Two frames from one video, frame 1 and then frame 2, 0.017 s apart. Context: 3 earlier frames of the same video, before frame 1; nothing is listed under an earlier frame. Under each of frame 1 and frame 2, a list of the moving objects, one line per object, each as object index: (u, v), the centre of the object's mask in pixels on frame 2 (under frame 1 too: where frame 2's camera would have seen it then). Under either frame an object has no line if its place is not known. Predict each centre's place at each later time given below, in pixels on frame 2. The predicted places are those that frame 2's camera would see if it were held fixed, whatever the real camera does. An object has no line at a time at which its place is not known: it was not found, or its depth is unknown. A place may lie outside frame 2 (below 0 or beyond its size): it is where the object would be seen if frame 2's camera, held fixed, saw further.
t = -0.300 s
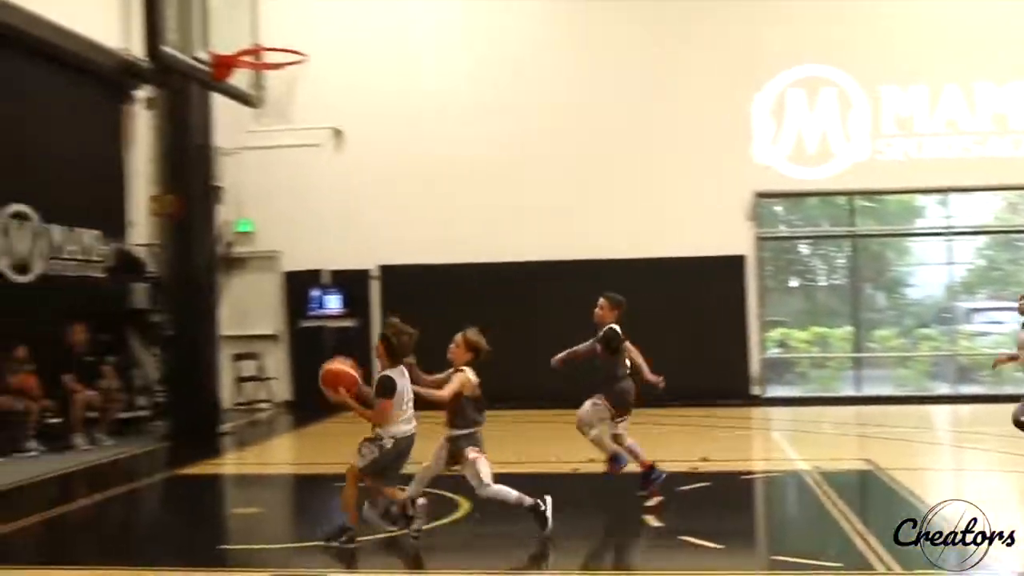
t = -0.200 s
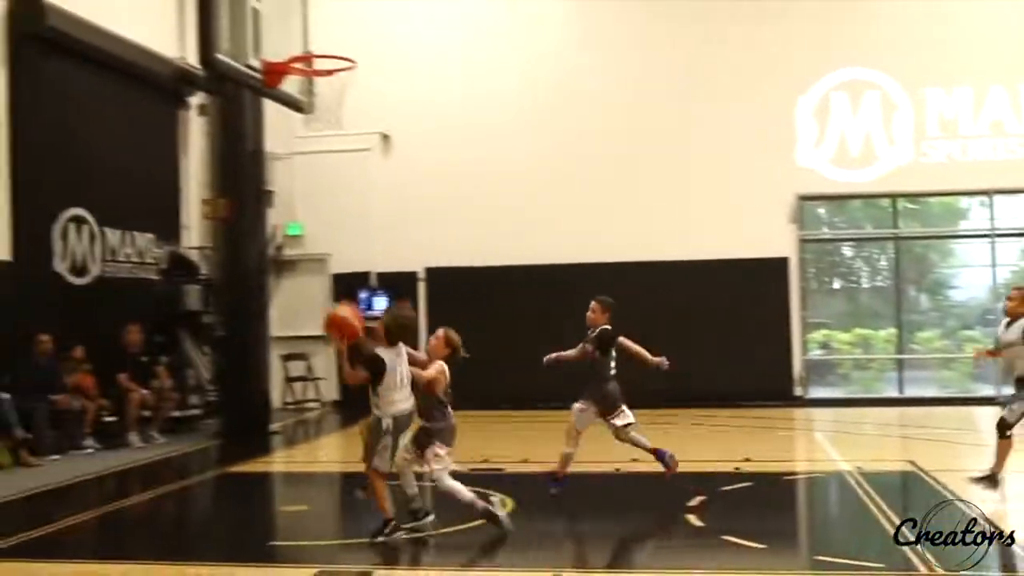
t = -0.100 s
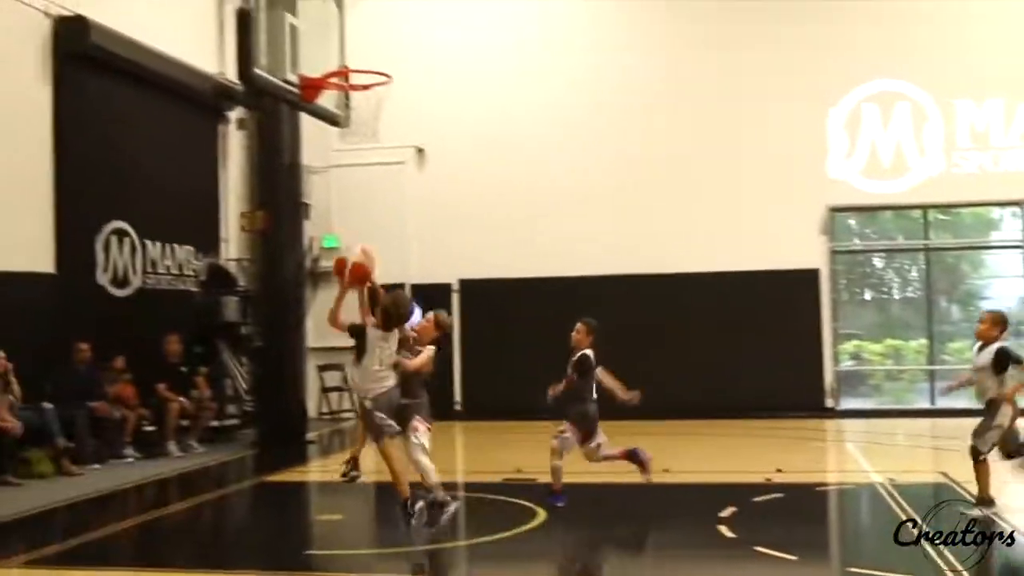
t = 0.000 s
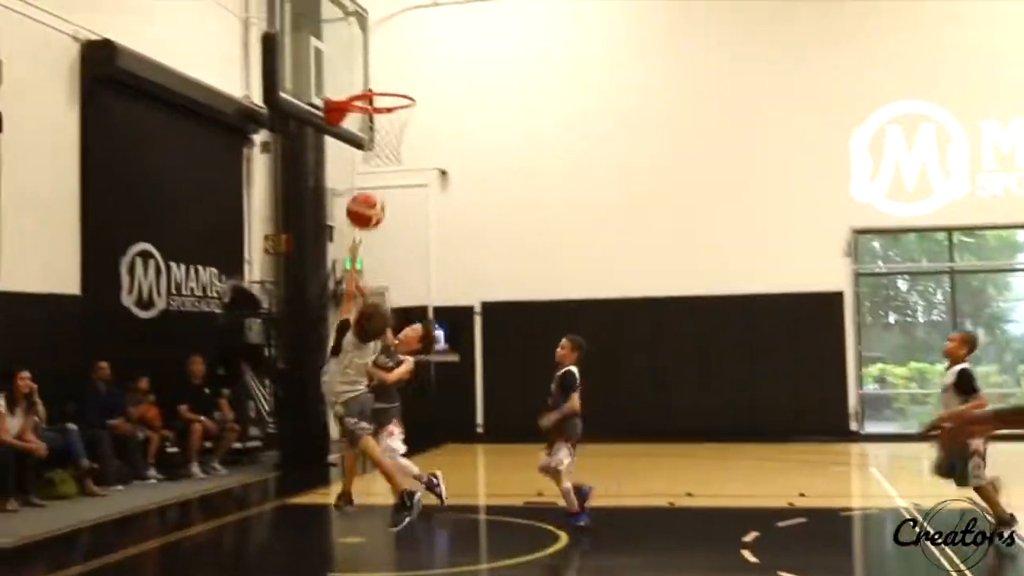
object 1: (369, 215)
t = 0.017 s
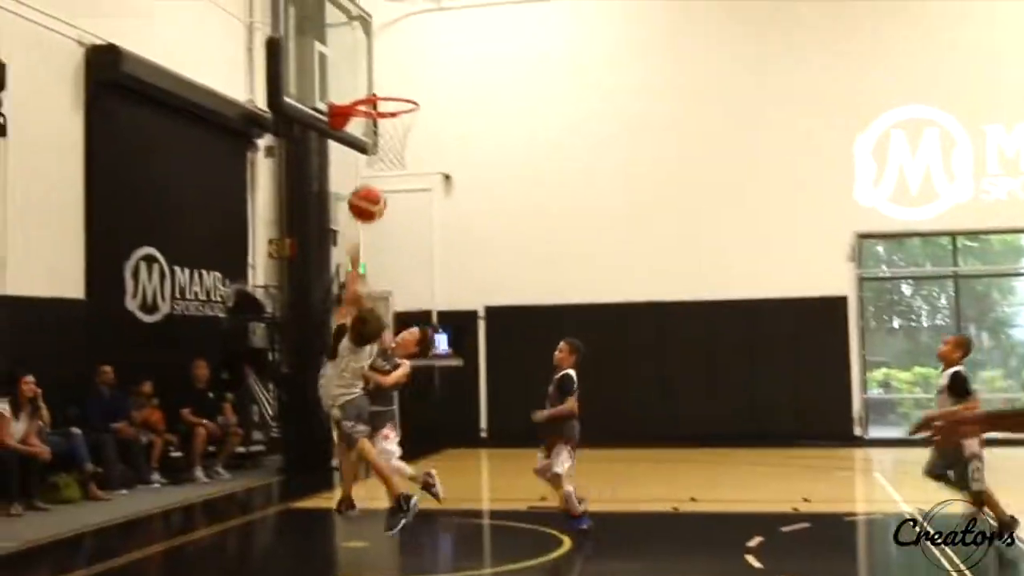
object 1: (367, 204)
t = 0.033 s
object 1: (364, 192)
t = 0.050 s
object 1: (363, 182)
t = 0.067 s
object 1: (361, 172)
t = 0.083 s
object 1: (359, 162)
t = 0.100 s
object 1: (357, 154)
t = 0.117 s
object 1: (354, 146)
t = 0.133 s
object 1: (354, 137)
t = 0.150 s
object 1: (354, 129)
